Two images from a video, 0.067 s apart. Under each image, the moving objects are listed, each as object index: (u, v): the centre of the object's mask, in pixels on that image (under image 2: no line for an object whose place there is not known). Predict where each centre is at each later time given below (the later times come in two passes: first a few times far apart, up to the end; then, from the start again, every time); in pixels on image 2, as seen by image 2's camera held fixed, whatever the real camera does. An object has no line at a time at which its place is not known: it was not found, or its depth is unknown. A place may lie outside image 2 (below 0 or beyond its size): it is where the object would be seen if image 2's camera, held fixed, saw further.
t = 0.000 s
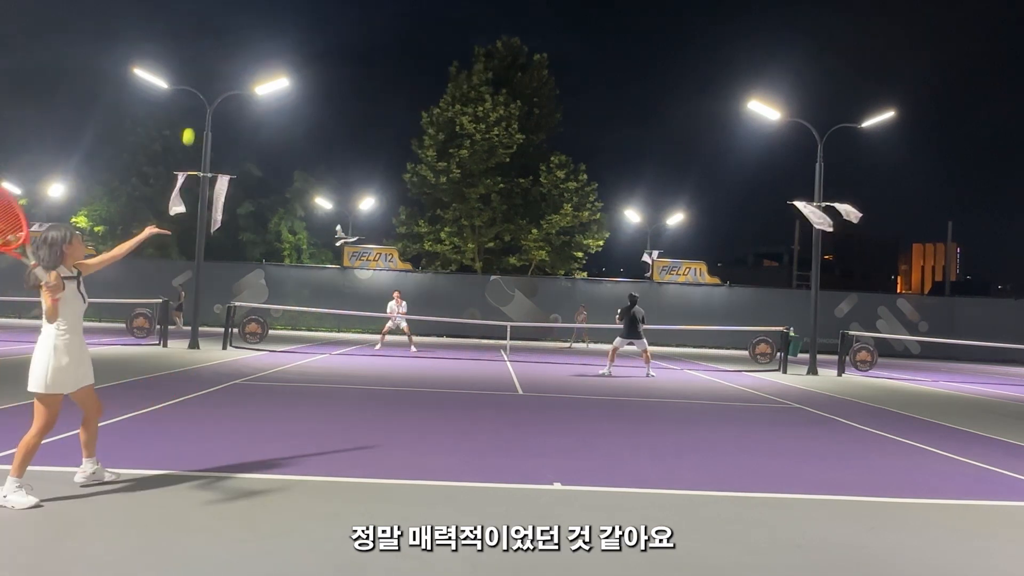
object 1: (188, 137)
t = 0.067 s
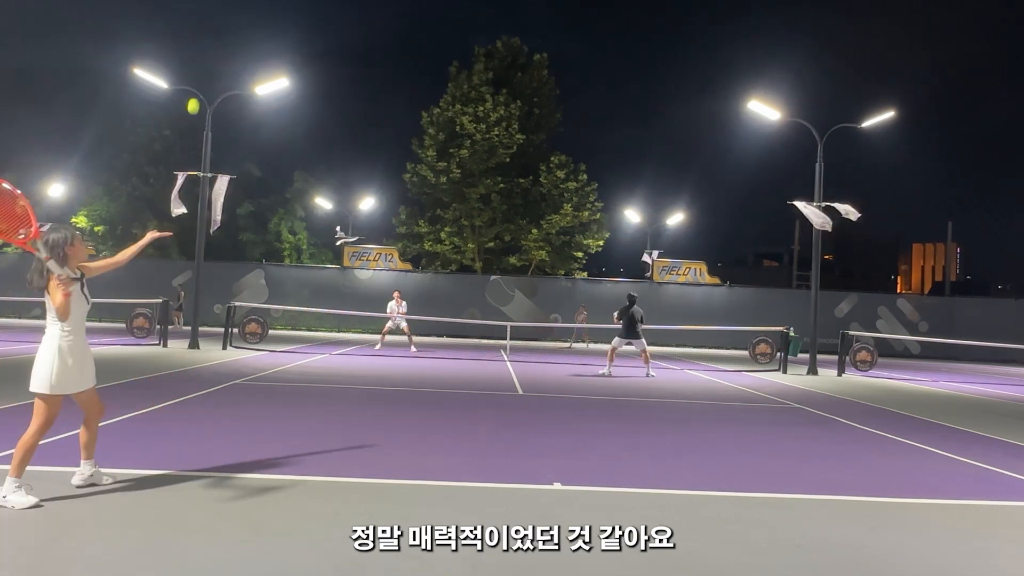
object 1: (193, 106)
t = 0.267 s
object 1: (205, 53)
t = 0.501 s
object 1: (214, 63)
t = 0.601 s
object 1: (217, 90)
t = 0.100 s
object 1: (195, 93)
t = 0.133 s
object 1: (197, 82)
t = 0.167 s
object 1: (199, 73)
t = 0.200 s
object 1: (201, 65)
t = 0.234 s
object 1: (203, 58)
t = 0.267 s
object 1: (205, 53)
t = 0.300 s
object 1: (206, 50)
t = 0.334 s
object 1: (208, 48)
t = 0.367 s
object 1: (209, 48)
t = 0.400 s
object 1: (211, 50)
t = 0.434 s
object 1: (212, 52)
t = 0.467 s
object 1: (213, 57)
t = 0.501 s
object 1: (214, 63)
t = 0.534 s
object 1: (215, 70)
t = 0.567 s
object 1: (216, 79)
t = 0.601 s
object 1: (217, 90)
